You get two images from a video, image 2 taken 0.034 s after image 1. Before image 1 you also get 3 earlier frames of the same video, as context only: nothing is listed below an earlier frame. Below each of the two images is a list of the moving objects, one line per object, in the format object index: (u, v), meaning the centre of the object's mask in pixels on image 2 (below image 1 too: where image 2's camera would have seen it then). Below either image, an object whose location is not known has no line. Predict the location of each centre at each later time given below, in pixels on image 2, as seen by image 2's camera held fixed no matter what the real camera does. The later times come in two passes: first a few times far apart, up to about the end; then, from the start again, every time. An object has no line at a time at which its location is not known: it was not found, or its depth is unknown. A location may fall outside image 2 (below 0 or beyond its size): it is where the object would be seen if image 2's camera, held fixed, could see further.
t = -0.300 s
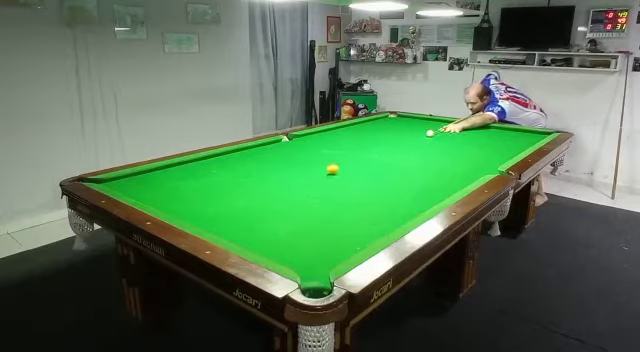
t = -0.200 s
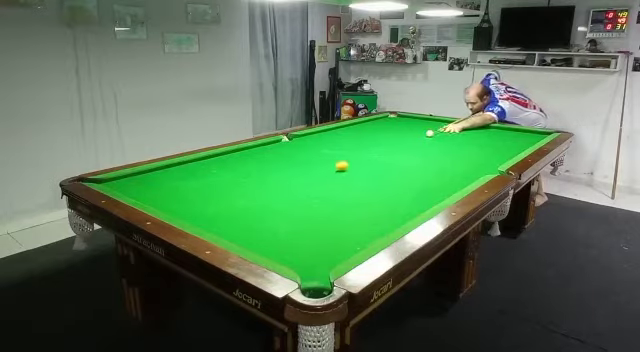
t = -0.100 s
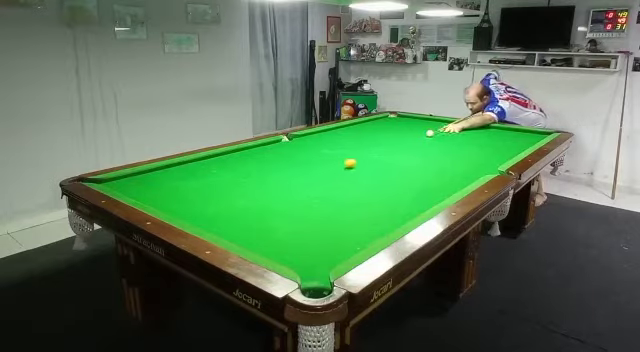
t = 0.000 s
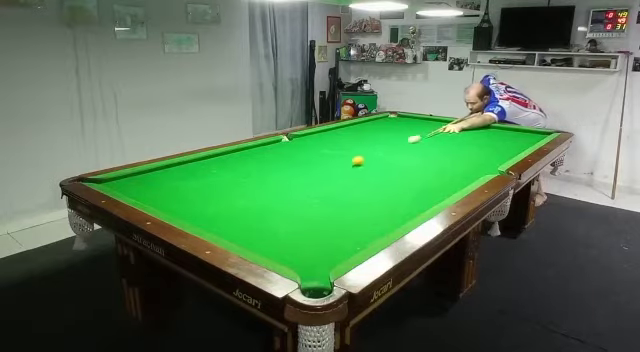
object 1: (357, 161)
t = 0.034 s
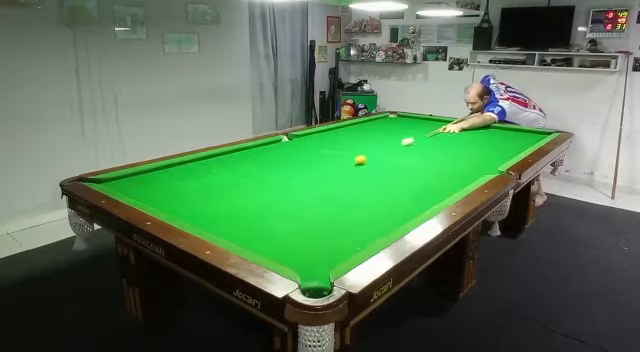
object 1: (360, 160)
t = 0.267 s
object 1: (365, 165)
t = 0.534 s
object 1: (353, 192)
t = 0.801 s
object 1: (337, 231)
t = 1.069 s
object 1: (312, 289)
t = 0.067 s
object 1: (362, 159)
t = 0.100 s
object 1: (365, 159)
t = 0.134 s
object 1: (367, 158)
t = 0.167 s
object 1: (369, 157)
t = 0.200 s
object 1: (370, 158)
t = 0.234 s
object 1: (368, 162)
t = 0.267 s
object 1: (365, 165)
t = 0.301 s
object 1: (363, 168)
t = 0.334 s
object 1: (362, 172)
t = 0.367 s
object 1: (360, 175)
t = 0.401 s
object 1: (359, 178)
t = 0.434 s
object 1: (357, 182)
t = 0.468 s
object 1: (356, 185)
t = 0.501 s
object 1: (354, 189)
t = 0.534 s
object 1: (353, 192)
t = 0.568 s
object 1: (351, 197)
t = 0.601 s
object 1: (349, 201)
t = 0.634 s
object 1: (347, 205)
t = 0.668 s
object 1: (346, 210)
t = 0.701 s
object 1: (344, 214)
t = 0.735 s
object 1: (341, 220)
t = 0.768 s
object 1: (339, 225)
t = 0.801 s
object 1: (337, 231)
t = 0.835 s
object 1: (334, 237)
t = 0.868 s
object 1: (332, 243)
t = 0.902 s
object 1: (328, 250)
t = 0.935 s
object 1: (326, 257)
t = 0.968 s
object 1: (322, 265)
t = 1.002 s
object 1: (319, 273)
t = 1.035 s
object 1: (315, 281)
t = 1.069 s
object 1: (312, 289)
